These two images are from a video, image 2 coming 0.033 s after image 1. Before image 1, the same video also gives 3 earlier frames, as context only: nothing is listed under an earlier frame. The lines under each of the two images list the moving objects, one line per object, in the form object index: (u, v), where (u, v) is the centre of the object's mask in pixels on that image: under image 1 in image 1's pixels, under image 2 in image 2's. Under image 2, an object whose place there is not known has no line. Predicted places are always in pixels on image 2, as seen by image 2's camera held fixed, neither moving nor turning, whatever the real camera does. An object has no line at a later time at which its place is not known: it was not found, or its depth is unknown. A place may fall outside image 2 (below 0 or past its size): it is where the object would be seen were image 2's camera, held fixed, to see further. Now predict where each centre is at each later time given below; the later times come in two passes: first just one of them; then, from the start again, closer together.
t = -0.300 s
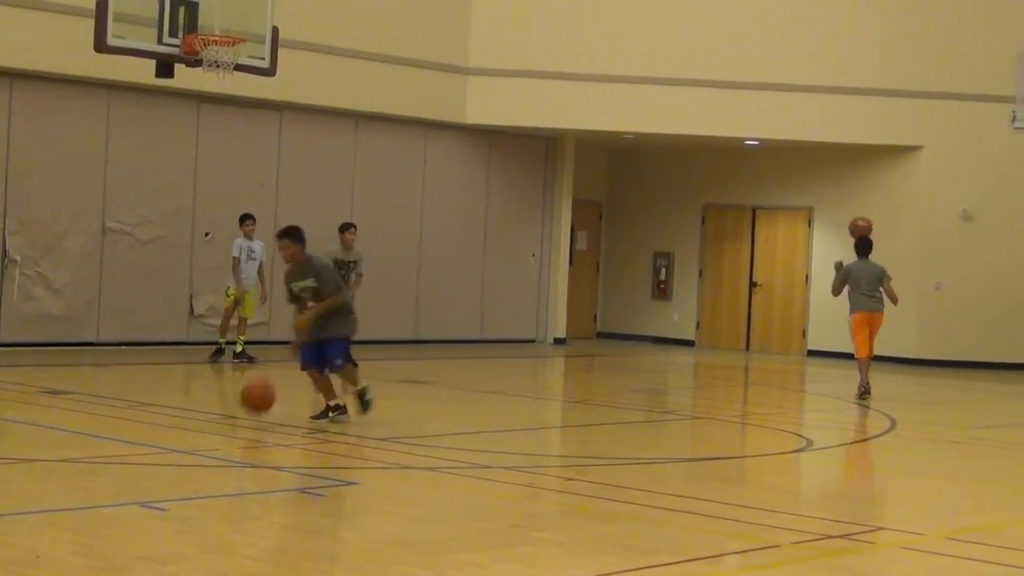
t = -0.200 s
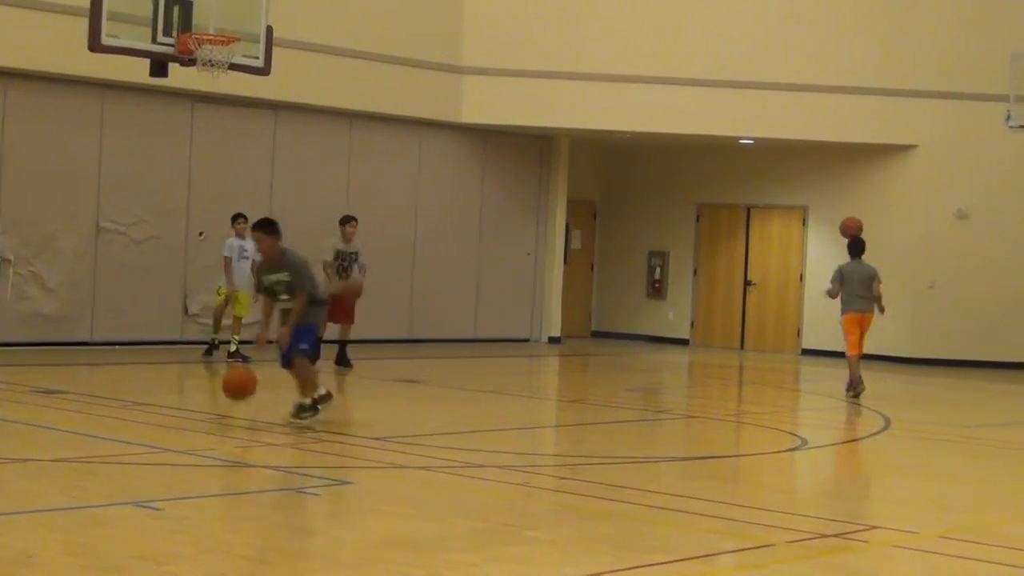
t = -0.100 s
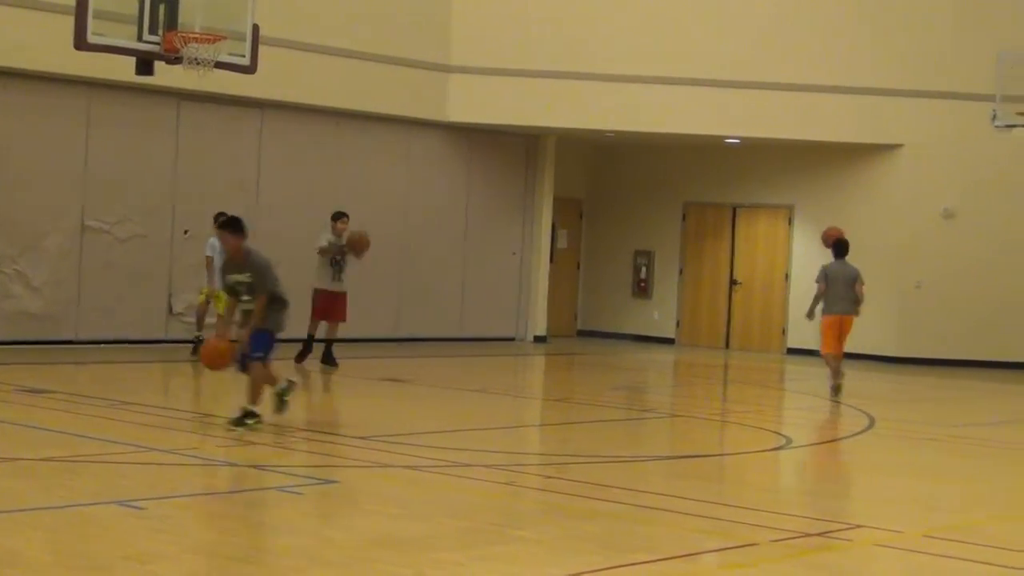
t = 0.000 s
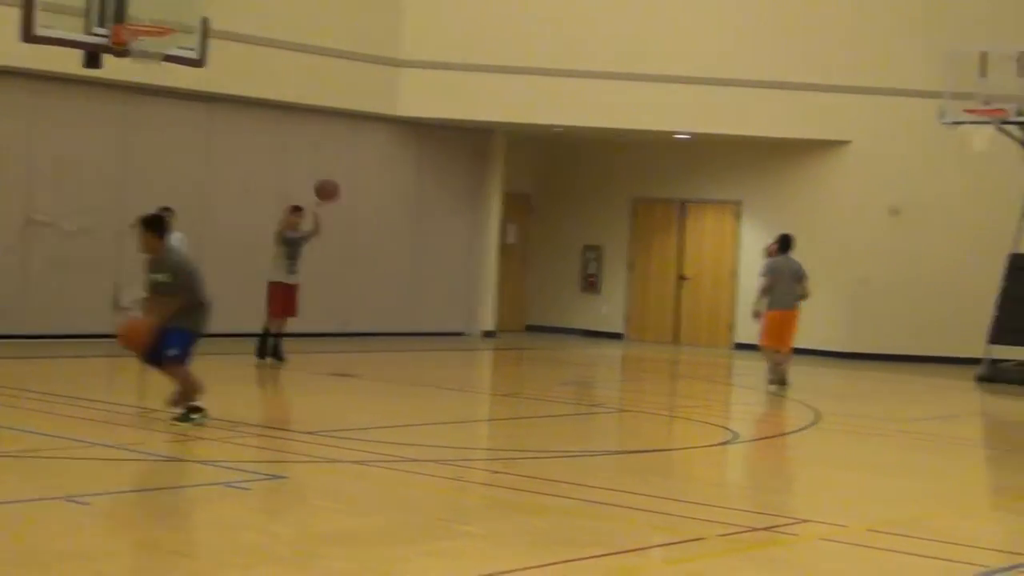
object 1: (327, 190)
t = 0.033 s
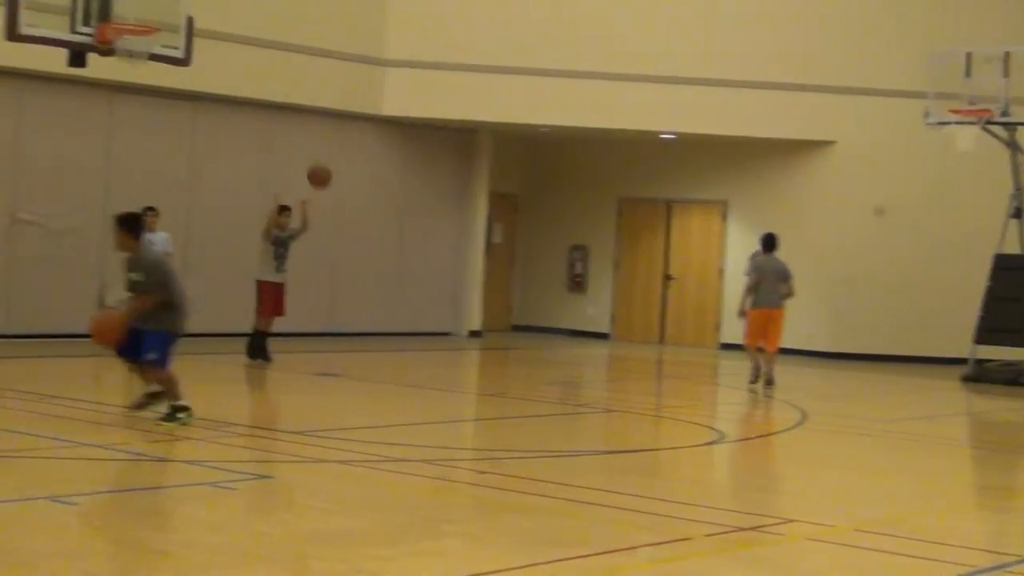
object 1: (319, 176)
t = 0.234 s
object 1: (359, 115)
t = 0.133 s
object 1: (339, 141)
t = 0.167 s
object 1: (346, 131)
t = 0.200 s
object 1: (353, 126)
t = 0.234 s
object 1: (359, 115)
